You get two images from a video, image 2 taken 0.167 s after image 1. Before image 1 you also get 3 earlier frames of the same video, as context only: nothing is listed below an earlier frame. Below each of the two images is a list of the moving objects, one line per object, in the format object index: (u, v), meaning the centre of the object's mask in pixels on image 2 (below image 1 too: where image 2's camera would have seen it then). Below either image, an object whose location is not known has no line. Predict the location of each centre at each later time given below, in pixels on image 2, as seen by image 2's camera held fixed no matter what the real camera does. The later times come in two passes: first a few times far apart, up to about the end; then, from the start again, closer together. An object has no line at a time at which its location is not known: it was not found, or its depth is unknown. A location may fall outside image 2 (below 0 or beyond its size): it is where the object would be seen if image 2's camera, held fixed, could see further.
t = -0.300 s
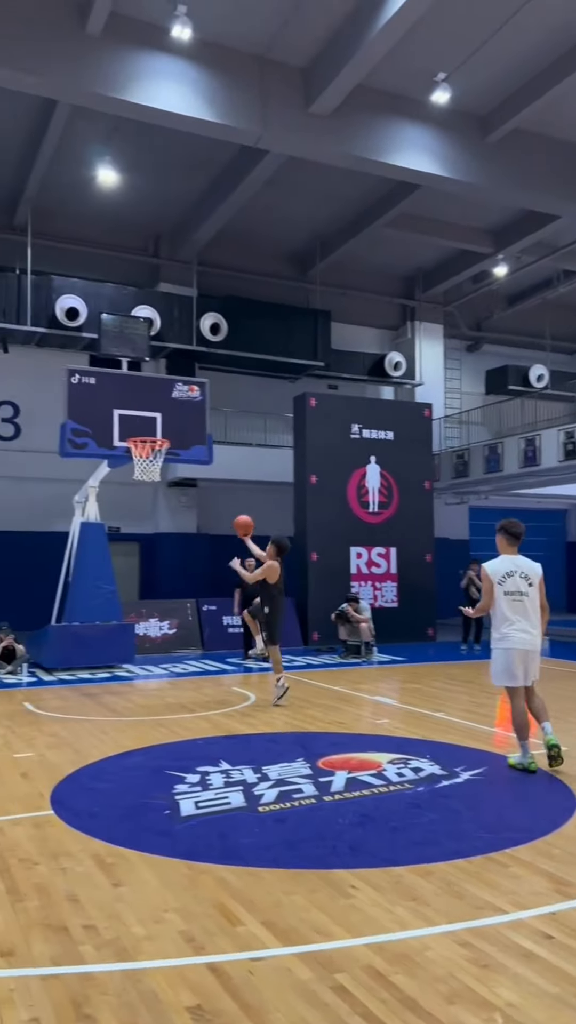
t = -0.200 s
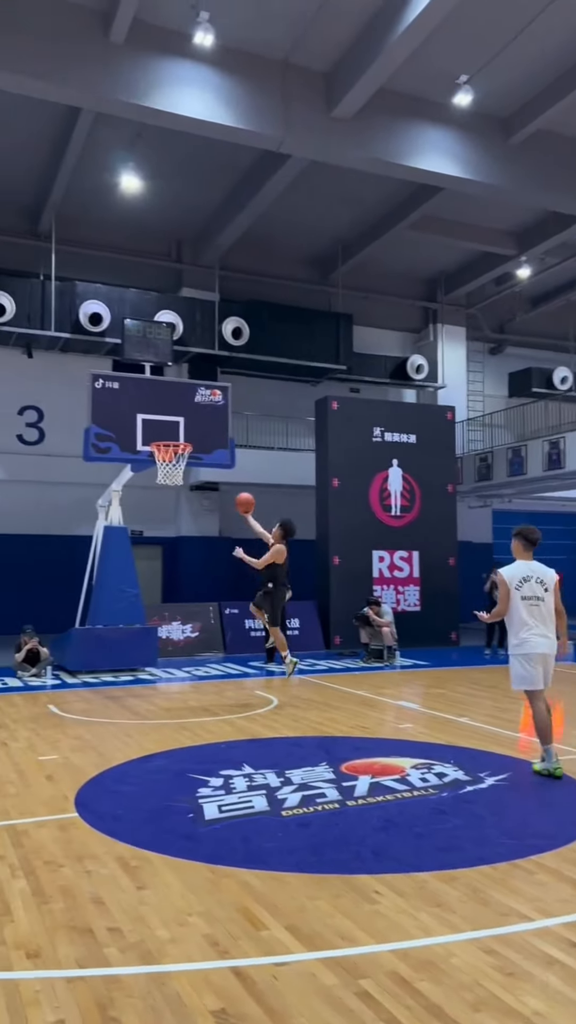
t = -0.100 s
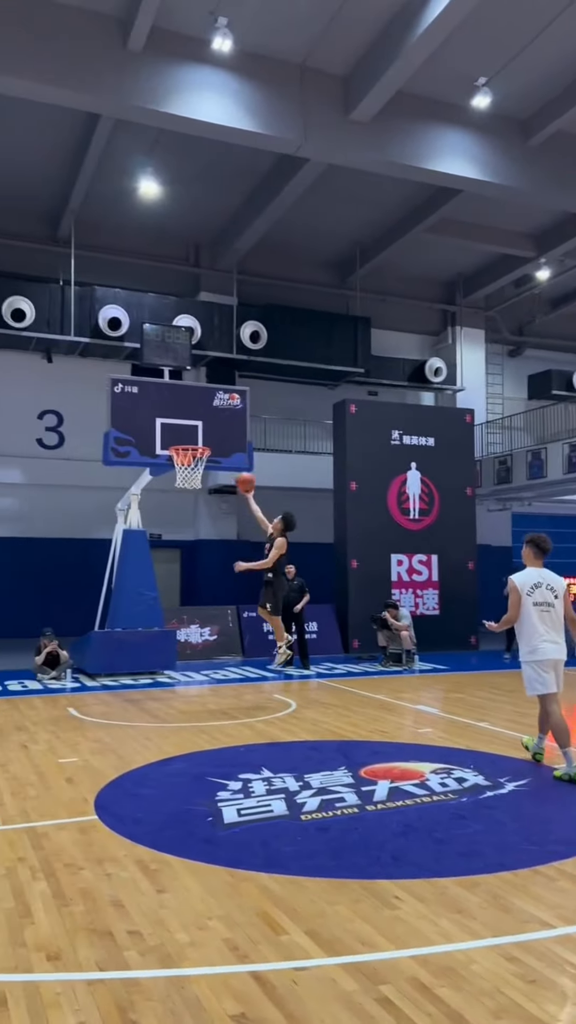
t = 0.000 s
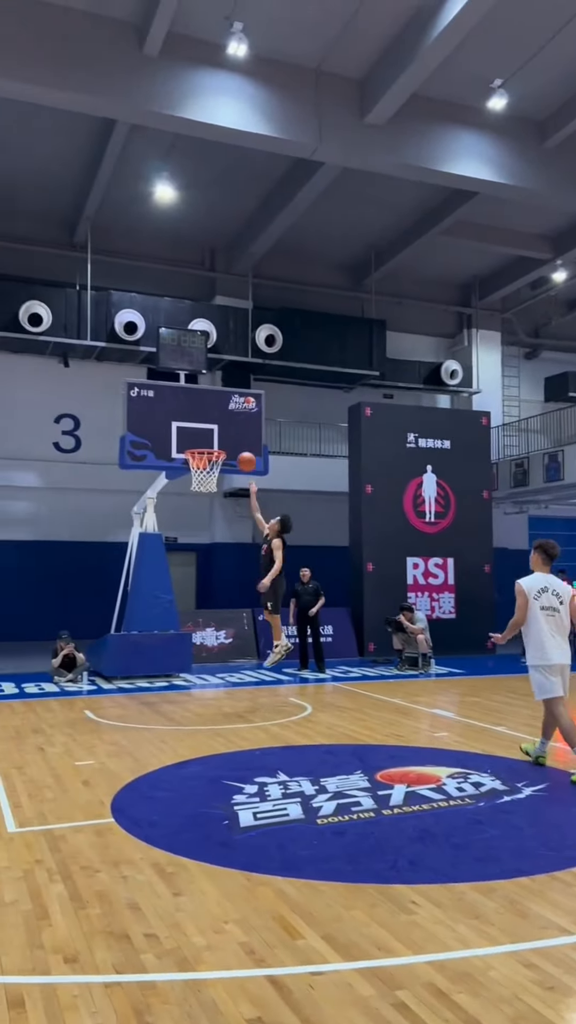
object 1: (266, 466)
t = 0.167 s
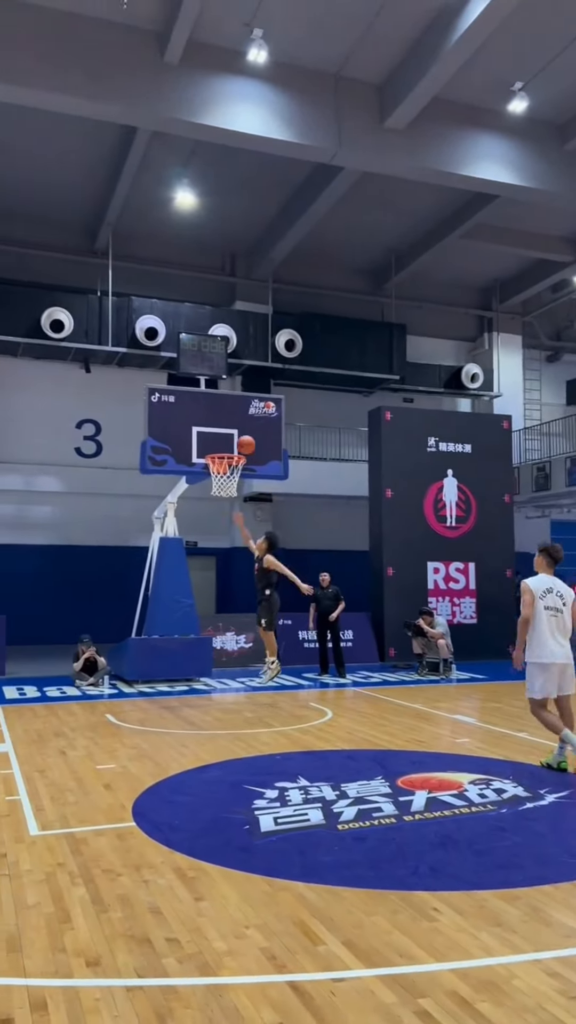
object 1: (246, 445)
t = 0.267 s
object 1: (245, 439)
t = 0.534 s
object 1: (236, 445)
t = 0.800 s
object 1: (220, 463)
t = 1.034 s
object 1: (222, 500)
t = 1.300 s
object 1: (227, 574)
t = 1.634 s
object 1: (236, 667)
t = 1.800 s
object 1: (246, 610)
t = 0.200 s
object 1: (246, 442)
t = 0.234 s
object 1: (245, 440)
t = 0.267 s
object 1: (245, 439)
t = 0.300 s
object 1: (244, 438)
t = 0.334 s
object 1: (243, 439)
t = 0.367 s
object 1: (243, 440)
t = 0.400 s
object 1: (243, 442)
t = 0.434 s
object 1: (242, 445)
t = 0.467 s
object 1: (241, 447)
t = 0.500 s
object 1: (239, 445)
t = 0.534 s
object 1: (236, 445)
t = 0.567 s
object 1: (234, 445)
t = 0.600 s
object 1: (231, 445)
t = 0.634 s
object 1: (229, 445)
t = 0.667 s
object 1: (226, 447)
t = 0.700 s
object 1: (224, 448)
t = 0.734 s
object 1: (221, 450)
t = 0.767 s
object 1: (220, 452)
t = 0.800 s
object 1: (220, 463)
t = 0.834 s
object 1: (219, 466)
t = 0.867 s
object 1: (220, 468)
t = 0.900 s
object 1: (221, 474)
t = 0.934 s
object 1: (221, 481)
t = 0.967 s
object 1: (220, 489)
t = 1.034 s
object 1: (222, 500)
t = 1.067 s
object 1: (222, 504)
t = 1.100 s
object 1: (223, 512)
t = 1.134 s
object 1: (224, 520)
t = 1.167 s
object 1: (225, 529)
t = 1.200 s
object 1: (225, 539)
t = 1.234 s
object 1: (226, 550)
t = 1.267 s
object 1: (227, 561)
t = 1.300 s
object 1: (227, 574)
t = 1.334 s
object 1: (228, 587)
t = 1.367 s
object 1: (228, 601)
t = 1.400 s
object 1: (229, 616)
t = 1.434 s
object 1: (230, 631)
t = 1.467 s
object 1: (230, 650)
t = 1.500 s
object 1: (231, 666)
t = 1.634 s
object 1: (236, 667)
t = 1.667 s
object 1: (238, 656)
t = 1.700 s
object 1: (241, 642)
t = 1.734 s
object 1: (243, 630)
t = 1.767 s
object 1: (244, 619)
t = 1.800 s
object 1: (246, 610)
